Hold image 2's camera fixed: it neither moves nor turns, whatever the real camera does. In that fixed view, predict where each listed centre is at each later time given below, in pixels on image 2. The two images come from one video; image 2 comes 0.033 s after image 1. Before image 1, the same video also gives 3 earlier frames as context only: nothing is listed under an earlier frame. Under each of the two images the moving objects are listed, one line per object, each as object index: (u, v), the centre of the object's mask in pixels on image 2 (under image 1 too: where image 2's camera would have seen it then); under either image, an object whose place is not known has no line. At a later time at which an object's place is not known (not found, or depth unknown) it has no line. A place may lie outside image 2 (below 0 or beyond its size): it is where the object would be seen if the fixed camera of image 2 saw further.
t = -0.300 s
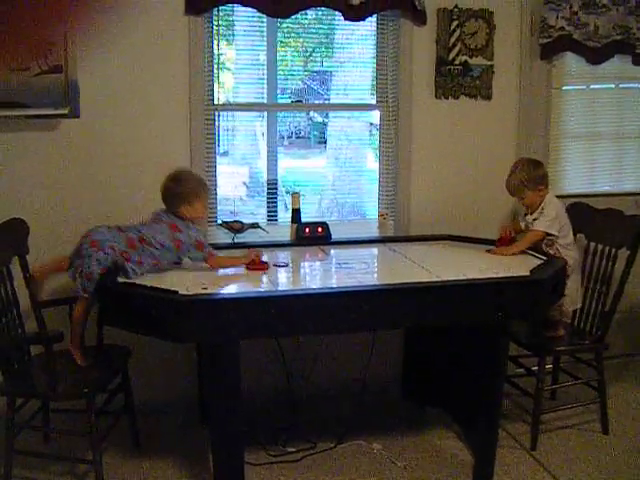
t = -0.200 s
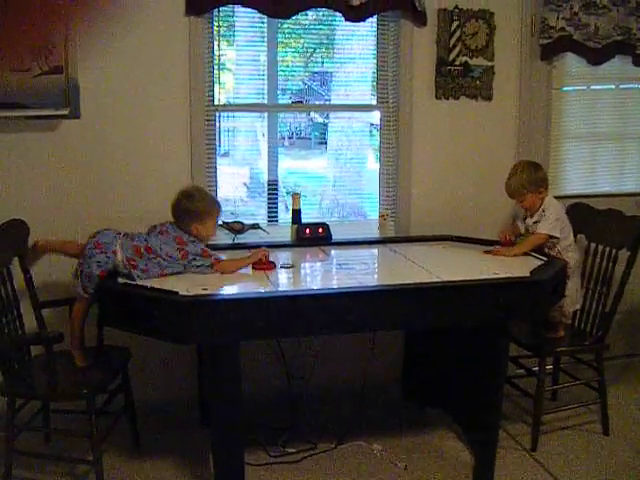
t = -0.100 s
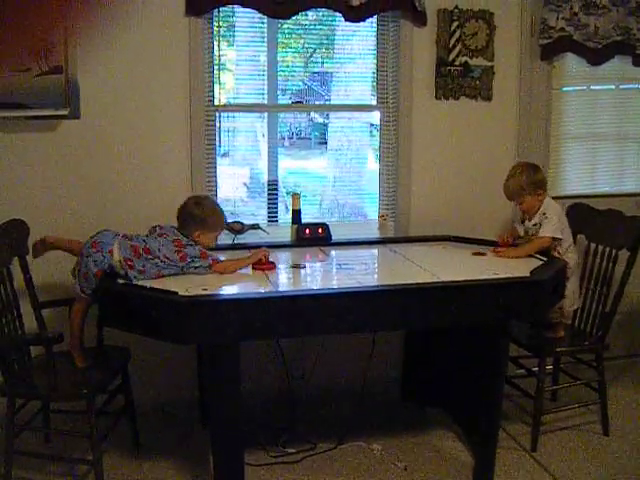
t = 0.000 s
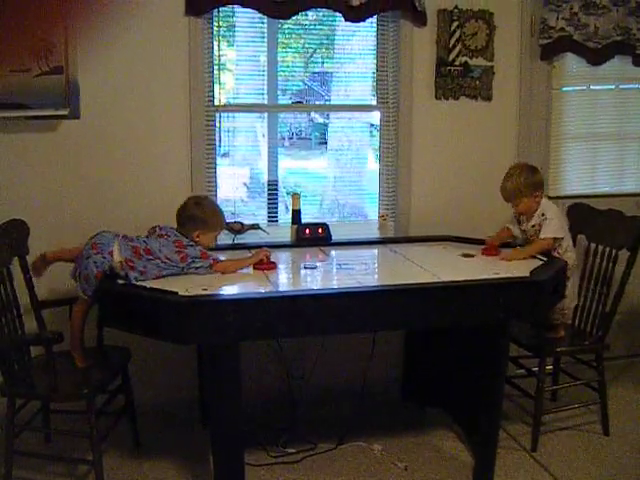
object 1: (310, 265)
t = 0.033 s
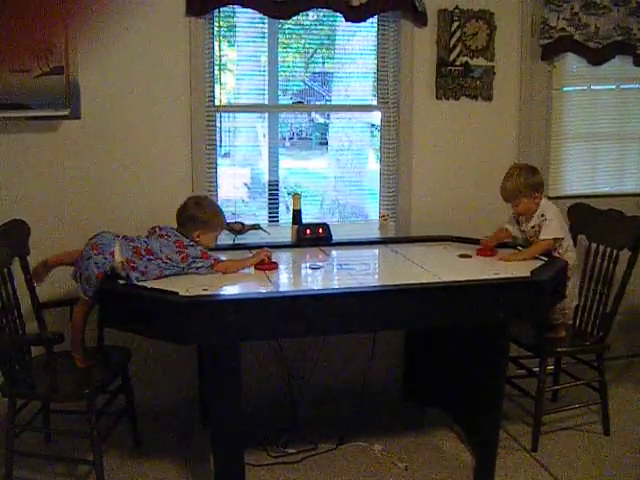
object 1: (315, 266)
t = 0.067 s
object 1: (319, 265)
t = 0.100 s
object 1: (324, 265)
